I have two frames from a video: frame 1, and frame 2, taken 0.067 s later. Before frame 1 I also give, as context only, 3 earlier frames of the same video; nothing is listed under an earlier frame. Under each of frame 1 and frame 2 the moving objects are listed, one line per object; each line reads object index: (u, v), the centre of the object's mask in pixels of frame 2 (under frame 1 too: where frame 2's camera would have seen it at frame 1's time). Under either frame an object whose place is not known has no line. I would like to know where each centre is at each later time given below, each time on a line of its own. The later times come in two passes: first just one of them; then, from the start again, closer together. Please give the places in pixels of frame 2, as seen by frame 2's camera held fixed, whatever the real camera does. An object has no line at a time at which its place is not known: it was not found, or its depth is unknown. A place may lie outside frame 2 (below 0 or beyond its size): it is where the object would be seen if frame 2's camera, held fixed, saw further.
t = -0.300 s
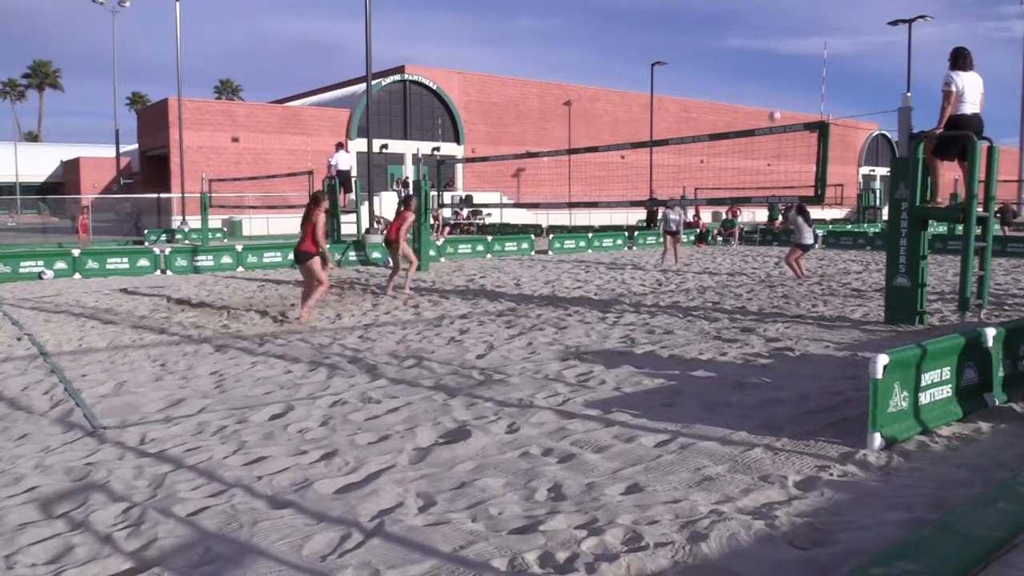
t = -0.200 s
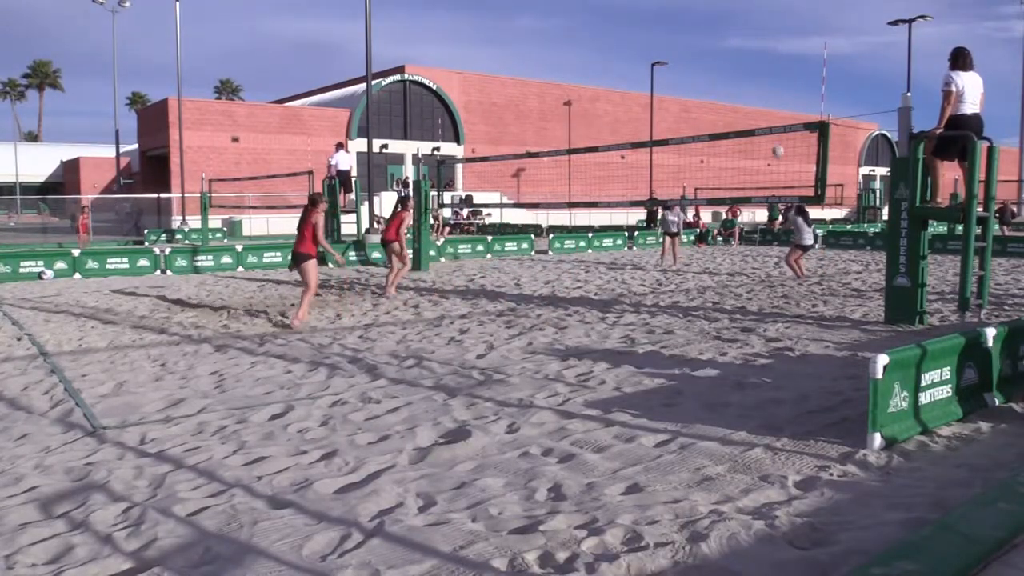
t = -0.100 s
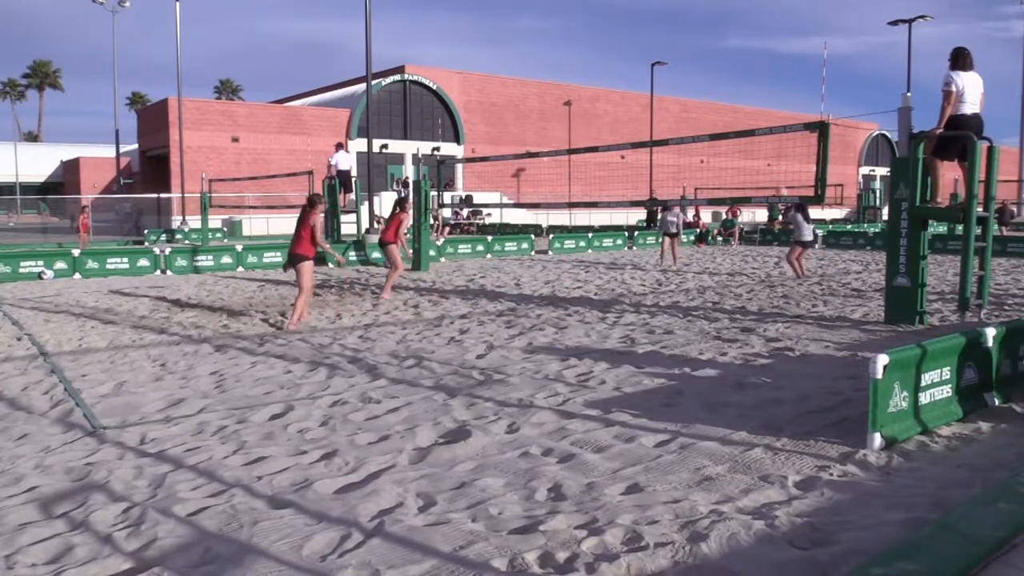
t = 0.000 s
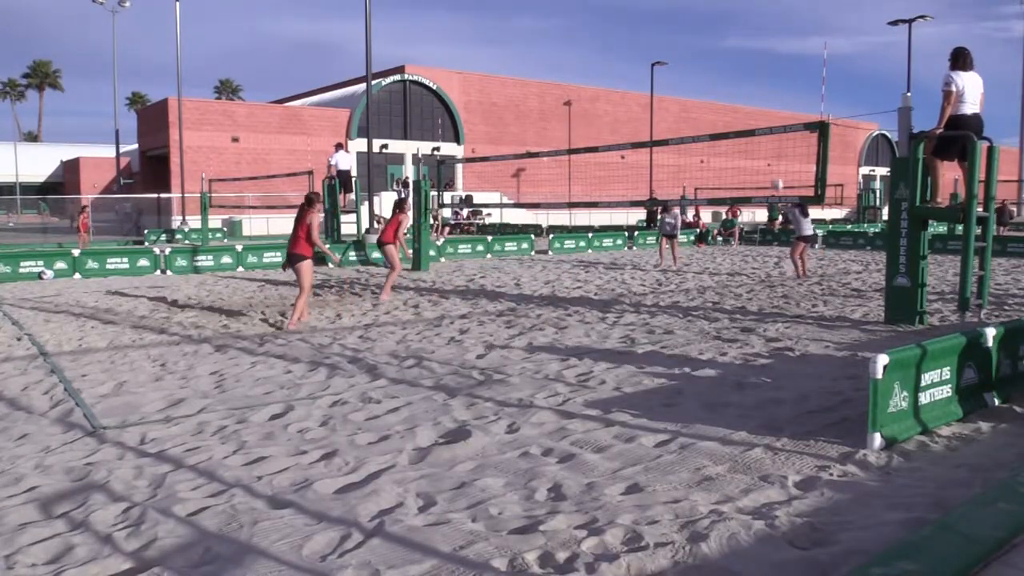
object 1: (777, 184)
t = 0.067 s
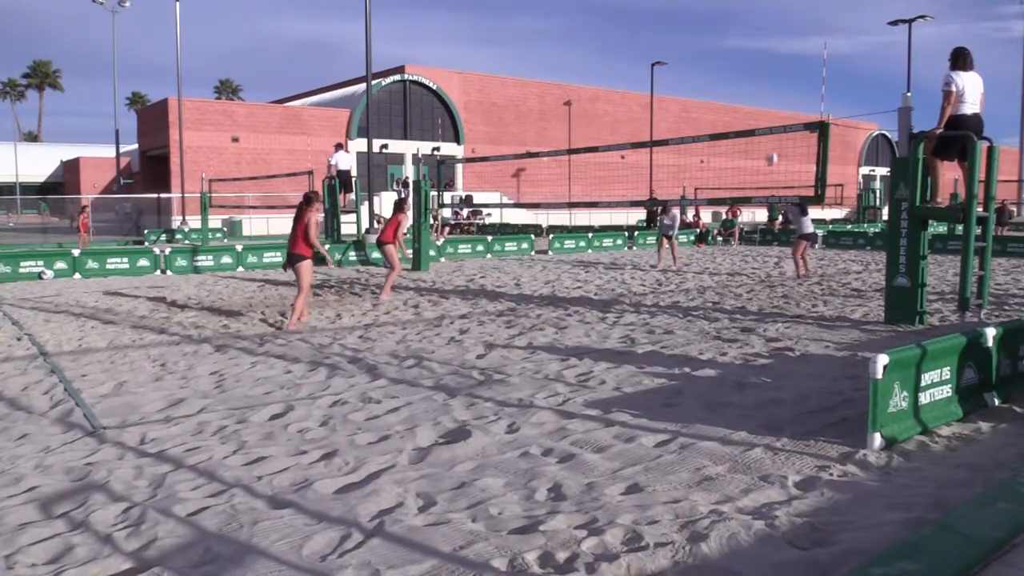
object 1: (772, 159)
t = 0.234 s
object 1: (757, 103)
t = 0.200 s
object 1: (761, 113)
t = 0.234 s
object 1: (757, 103)
